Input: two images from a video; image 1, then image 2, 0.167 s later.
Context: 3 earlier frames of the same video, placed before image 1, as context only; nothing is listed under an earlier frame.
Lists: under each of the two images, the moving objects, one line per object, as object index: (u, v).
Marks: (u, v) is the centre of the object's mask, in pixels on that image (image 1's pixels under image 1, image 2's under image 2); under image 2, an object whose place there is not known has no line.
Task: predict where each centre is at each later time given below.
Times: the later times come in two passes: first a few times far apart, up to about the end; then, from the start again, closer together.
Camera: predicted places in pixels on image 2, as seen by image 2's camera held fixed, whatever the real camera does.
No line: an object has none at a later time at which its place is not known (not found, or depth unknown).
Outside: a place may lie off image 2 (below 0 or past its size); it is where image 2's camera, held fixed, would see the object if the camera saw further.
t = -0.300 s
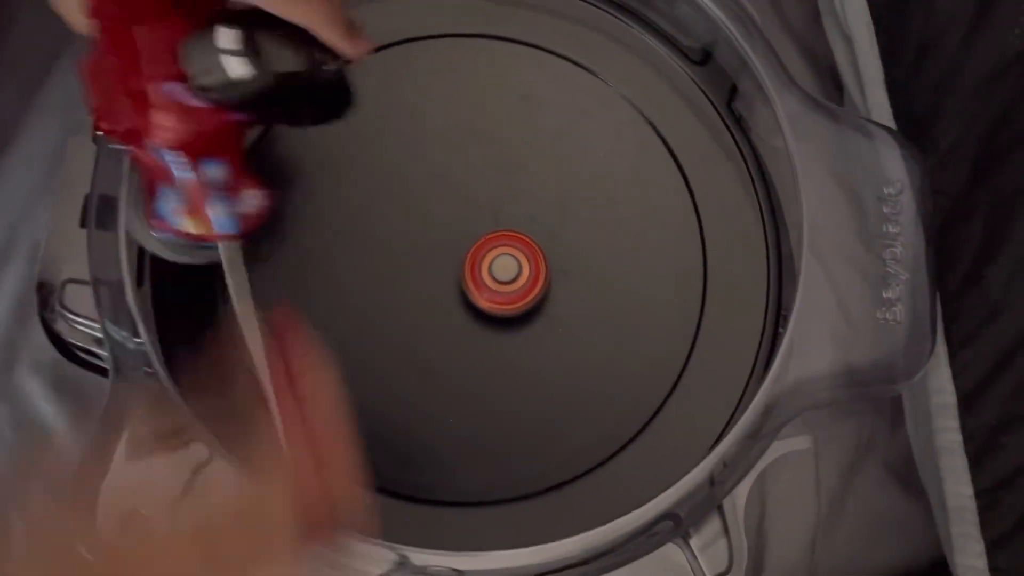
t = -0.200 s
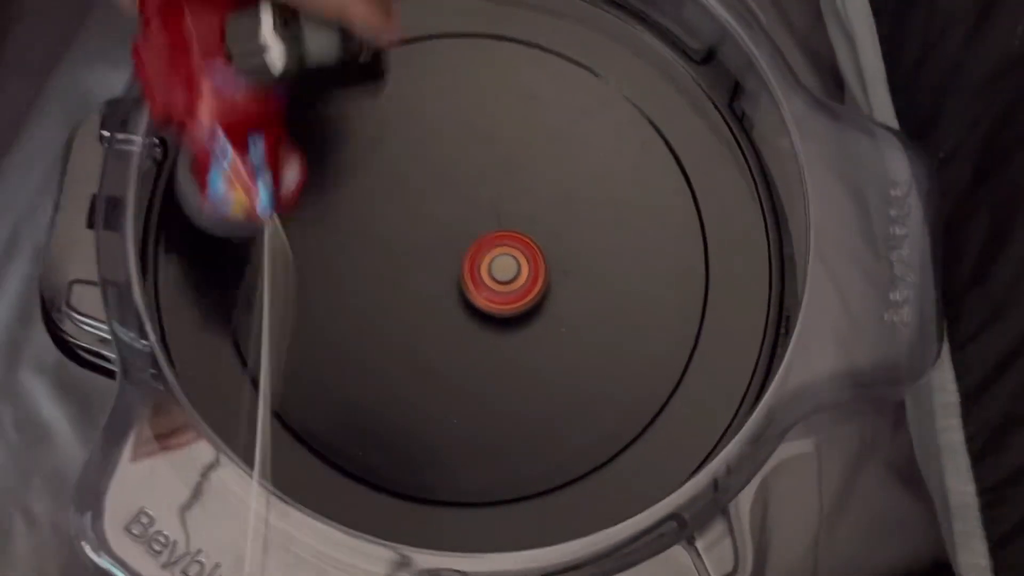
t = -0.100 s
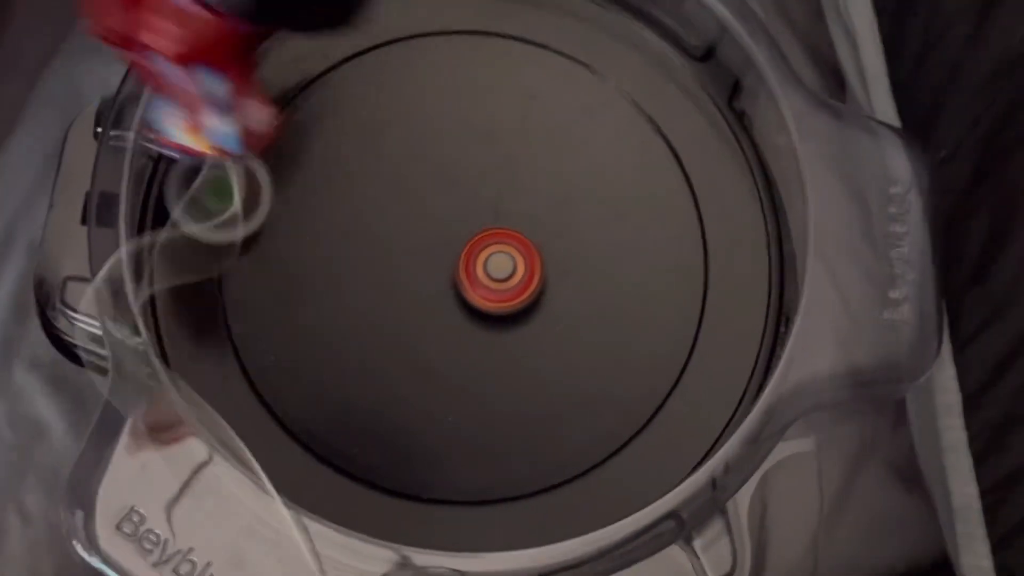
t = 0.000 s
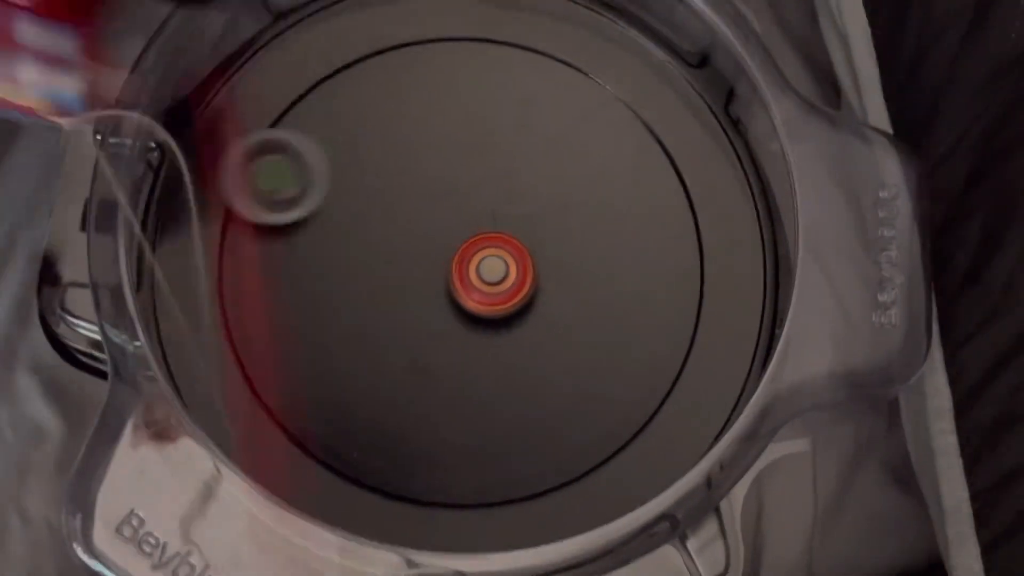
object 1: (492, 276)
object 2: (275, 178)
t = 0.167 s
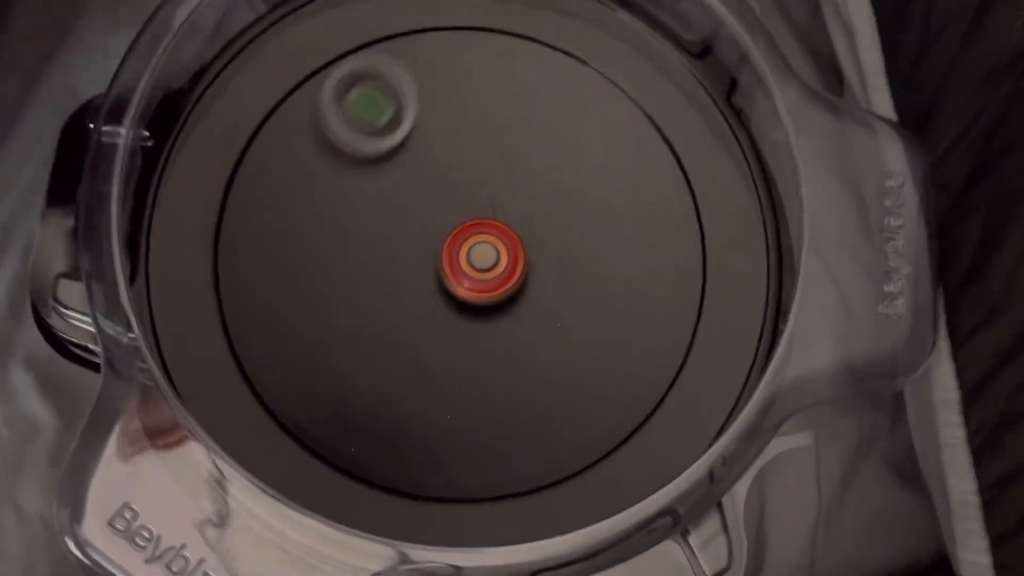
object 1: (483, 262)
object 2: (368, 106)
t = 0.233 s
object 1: (481, 263)
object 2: (387, 75)
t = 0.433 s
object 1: (476, 263)
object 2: (402, 61)
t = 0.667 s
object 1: (473, 262)
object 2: (400, 63)
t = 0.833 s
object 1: (472, 259)
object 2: (469, 145)
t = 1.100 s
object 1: (474, 251)
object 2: (595, 91)
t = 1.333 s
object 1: (472, 242)
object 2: (551, 82)
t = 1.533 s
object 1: (474, 240)
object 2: (565, 193)
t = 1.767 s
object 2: (689, 196)
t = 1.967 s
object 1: (484, 235)
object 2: (603, 157)
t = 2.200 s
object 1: (259, 315)
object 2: (669, 168)
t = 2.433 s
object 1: (404, 338)
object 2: (616, 202)
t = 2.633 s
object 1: (456, 329)
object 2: (701, 191)
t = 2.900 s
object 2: (700, 127)
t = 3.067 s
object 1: (412, 321)
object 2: (614, 167)
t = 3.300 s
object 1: (475, 301)
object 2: (593, 293)
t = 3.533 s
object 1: (495, 284)
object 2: (656, 258)
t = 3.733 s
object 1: (424, 287)
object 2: (589, 221)
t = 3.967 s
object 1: (361, 293)
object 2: (522, 275)
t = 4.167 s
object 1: (422, 290)
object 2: (563, 343)
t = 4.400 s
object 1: (468, 275)
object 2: (571, 267)
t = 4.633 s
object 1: (344, 253)
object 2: (546, 191)
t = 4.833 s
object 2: (479, 258)
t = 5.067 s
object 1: (385, 278)
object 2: (589, 271)
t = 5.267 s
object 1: (435, 269)
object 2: (546, 193)
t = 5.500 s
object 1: (389, 326)
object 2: (471, 179)
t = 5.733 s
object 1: (417, 327)
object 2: (514, 227)
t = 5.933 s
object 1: (446, 312)
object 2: (552, 167)
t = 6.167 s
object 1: (483, 287)
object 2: (500, 194)
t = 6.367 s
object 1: (493, 300)
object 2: (521, 207)
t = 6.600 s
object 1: (494, 310)
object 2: (540, 186)
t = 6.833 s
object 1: (502, 307)
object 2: (515, 171)
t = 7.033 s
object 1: (503, 358)
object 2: (513, 149)
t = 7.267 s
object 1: (510, 442)
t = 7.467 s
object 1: (535, 344)
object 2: (468, 233)
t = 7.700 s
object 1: (614, 449)
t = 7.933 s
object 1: (558, 313)
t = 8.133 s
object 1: (612, 351)
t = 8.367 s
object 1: (619, 356)
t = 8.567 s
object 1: (567, 297)
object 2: (503, 219)
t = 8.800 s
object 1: (550, 299)
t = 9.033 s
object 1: (526, 271)
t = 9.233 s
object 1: (511, 294)
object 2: (514, 198)
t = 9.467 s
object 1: (498, 292)
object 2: (528, 204)
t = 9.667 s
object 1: (485, 289)
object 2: (537, 197)
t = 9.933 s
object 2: (533, 203)
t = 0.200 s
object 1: (482, 263)
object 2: (380, 91)
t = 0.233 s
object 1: (481, 263)
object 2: (387, 75)
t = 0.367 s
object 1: (478, 264)
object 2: (397, 55)
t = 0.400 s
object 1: (477, 264)
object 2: (400, 60)
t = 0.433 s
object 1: (476, 263)
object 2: (402, 61)
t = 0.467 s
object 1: (475, 263)
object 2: (404, 60)
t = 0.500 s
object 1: (475, 263)
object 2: (405, 56)
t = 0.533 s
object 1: (474, 263)
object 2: (405, 51)
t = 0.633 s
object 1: (473, 263)
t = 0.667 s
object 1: (473, 262)
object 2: (400, 63)
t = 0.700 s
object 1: (473, 262)
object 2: (403, 80)
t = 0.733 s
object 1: (472, 261)
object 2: (412, 97)
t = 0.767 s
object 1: (472, 260)
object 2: (427, 114)
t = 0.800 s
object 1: (472, 259)
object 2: (446, 130)
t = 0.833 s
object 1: (472, 259)
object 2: (469, 145)
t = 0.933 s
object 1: (472, 257)
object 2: (559, 154)
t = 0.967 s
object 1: (472, 256)
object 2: (589, 141)
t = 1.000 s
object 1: (473, 255)
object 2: (614, 120)
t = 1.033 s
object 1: (473, 254)
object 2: (630, 97)
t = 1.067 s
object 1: (473, 253)
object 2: (614, 91)
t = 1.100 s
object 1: (474, 251)
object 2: (595, 91)
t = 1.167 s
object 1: (473, 248)
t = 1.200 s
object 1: (471, 246)
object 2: (572, 77)
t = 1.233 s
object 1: (471, 245)
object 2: (569, 72)
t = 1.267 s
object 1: (471, 244)
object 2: (565, 71)
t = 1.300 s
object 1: (471, 243)
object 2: (558, 74)
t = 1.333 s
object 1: (472, 242)
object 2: (551, 82)
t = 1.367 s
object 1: (472, 242)
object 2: (543, 95)
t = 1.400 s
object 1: (472, 241)
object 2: (540, 108)
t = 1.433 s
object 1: (472, 241)
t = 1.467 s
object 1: (473, 241)
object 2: (543, 148)
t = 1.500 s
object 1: (473, 240)
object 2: (552, 171)
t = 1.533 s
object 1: (474, 240)
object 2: (565, 193)
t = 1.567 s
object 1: (475, 239)
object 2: (585, 212)
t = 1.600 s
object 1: (476, 239)
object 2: (607, 224)
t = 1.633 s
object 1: (477, 238)
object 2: (634, 231)
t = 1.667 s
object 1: (478, 238)
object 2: (659, 231)
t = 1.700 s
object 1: (478, 238)
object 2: (685, 224)
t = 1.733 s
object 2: (696, 210)
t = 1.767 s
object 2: (689, 196)
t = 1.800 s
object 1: (478, 236)
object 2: (679, 182)
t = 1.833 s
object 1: (481, 236)
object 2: (673, 169)
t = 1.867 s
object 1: (482, 236)
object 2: (664, 158)
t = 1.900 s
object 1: (482, 236)
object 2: (648, 150)
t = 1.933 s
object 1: (483, 236)
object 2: (626, 150)
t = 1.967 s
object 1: (484, 235)
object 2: (603, 157)
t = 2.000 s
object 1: (484, 235)
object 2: (581, 171)
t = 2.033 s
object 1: (473, 238)
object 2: (578, 187)
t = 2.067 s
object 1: (424, 256)
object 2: (611, 188)
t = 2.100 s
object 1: (374, 273)
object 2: (639, 187)
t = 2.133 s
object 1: (329, 288)
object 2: (661, 183)
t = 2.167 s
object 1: (291, 302)
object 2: (678, 175)
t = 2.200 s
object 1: (259, 315)
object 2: (669, 168)
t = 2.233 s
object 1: (239, 328)
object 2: (649, 169)
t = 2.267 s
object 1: (246, 334)
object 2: (632, 172)
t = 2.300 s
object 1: (267, 339)
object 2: (624, 176)
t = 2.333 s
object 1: (297, 342)
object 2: (618, 181)
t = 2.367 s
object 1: (332, 343)
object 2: (618, 187)
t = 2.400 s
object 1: (367, 342)
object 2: (617, 194)
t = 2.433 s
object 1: (404, 338)
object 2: (616, 202)
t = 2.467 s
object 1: (440, 331)
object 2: (616, 211)
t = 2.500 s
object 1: (475, 322)
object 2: (615, 222)
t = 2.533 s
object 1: (507, 311)
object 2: (615, 231)
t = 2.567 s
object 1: (533, 301)
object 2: (618, 241)
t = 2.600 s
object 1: (502, 314)
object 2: (673, 220)
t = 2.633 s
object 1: (456, 329)
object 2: (701, 191)
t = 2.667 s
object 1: (415, 340)
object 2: (709, 167)
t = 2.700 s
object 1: (377, 348)
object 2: (715, 148)
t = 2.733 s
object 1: (346, 353)
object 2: (723, 135)
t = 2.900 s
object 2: (700, 127)
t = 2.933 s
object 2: (688, 133)
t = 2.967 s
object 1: (337, 343)
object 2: (675, 141)
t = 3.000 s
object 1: (360, 336)
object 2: (658, 150)
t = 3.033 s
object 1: (386, 329)
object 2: (636, 157)
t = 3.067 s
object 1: (412, 321)
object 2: (614, 167)
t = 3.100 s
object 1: (437, 312)
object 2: (592, 182)
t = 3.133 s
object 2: (571, 202)
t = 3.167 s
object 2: (558, 224)
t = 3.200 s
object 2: (562, 240)
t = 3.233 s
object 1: (474, 301)
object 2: (570, 259)
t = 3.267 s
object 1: (474, 302)
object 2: (580, 278)
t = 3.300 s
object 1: (475, 301)
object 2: (593, 293)
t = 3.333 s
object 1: (477, 300)
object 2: (609, 304)
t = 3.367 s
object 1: (481, 298)
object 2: (626, 308)
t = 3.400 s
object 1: (484, 295)
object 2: (642, 306)
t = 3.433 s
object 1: (488, 292)
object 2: (653, 298)
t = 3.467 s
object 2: (660, 286)
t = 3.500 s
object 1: (493, 287)
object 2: (662, 273)
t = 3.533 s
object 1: (495, 284)
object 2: (656, 258)
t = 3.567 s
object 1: (496, 281)
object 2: (644, 246)
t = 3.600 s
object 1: (497, 278)
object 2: (625, 238)
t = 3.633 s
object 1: (497, 275)
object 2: (603, 234)
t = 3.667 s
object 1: (489, 275)
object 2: (588, 233)
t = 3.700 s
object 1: (457, 282)
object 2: (592, 227)
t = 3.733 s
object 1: (424, 287)
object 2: (589, 221)
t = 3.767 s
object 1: (398, 291)
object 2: (580, 218)
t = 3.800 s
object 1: (376, 292)
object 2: (567, 220)
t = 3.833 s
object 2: (554, 225)
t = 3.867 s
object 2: (544, 234)
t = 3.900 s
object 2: (534, 246)
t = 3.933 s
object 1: (355, 292)
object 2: (526, 259)
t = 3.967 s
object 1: (361, 293)
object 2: (522, 275)
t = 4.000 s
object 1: (369, 293)
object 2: (519, 293)
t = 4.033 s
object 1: (379, 293)
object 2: (522, 309)
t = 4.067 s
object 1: (390, 293)
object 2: (529, 325)
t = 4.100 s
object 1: (401, 293)
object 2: (539, 335)
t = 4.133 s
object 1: (412, 291)
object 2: (551, 342)
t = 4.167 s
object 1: (422, 290)
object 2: (563, 343)
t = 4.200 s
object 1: (432, 288)
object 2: (575, 340)
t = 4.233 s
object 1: (440, 287)
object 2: (586, 335)
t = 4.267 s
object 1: (447, 285)
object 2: (593, 323)
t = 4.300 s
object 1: (454, 282)
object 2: (596, 309)
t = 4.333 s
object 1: (459, 280)
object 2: (591, 294)
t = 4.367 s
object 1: (464, 278)
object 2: (583, 279)
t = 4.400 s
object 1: (468, 275)
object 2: (571, 267)
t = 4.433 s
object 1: (449, 273)
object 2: (576, 257)
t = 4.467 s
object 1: (417, 269)
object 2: (588, 244)
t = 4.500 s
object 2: (592, 229)
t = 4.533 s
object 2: (588, 216)
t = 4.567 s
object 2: (578, 205)
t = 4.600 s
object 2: (565, 195)
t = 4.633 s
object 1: (344, 253)
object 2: (546, 191)
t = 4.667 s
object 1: (346, 253)
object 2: (525, 190)
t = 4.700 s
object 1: (351, 255)
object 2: (504, 195)
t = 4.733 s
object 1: (359, 256)
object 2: (485, 206)
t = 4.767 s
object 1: (367, 258)
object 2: (469, 222)
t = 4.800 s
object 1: (361, 262)
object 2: (470, 240)
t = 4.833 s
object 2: (479, 258)
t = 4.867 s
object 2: (492, 275)
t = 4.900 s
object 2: (508, 287)
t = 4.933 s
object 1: (354, 276)
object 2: (526, 294)
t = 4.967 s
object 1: (360, 277)
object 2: (544, 296)
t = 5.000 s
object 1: (367, 278)
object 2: (560, 292)
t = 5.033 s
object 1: (376, 278)
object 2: (577, 284)
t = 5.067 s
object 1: (385, 278)
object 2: (589, 271)
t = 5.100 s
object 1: (395, 277)
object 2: (594, 256)
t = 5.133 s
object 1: (404, 276)
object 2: (596, 238)
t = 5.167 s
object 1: (413, 274)
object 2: (590, 222)
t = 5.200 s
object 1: (421, 272)
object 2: (579, 210)
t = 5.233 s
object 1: (428, 270)
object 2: (564, 199)
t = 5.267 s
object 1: (435, 269)
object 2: (546, 193)
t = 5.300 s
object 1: (441, 267)
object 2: (526, 193)
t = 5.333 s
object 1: (441, 269)
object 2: (510, 191)
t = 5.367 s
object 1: (421, 288)
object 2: (508, 178)
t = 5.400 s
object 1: (406, 304)
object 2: (499, 171)
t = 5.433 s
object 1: (394, 316)
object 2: (489, 169)
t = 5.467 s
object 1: (389, 323)
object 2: (481, 173)
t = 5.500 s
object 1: (389, 326)
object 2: (471, 179)
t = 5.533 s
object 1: (393, 326)
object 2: (466, 189)
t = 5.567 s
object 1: (398, 324)
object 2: (464, 201)
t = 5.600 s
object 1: (405, 321)
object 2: (464, 214)
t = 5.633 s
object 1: (413, 317)
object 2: (468, 226)
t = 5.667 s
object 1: (419, 316)
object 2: (479, 234)
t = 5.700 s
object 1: (417, 324)
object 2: (498, 232)
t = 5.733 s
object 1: (417, 327)
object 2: (514, 227)
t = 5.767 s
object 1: (419, 328)
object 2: (530, 219)
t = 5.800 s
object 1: (423, 326)
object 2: (545, 209)
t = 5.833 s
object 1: (428, 324)
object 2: (553, 198)
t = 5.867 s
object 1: (434, 320)
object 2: (556, 188)
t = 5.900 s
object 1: (440, 316)
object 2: (556, 176)
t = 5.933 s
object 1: (446, 312)
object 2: (552, 167)
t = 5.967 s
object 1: (452, 308)
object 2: (543, 162)
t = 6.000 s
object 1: (458, 304)
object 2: (533, 159)
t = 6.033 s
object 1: (463, 300)
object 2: (522, 161)
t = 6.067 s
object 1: (468, 296)
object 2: (513, 167)
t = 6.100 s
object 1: (473, 292)
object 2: (504, 176)
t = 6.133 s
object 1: (479, 287)
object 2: (500, 187)
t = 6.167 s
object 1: (483, 287)
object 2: (500, 194)
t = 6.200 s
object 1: (485, 292)
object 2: (501, 199)
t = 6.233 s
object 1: (487, 297)
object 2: (505, 201)
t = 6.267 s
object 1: (488, 300)
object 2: (510, 203)
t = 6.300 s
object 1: (490, 300)
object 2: (514, 206)
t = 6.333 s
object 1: (492, 299)
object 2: (517, 208)
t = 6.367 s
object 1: (493, 300)
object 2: (521, 207)
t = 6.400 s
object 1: (493, 301)
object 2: (525, 205)
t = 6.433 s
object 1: (495, 300)
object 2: (528, 204)
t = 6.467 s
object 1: (496, 298)
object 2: (530, 204)
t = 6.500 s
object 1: (498, 296)
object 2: (532, 204)
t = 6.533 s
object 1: (500, 293)
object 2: (533, 205)
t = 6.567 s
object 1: (498, 301)
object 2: (538, 197)
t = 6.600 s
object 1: (494, 310)
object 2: (540, 186)
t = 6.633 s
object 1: (493, 315)
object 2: (539, 178)
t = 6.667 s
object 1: (493, 316)
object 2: (536, 172)
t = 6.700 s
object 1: (494, 316)
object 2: (532, 168)
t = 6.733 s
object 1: (496, 314)
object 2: (528, 166)
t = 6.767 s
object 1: (498, 312)
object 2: (523, 166)
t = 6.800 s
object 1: (500, 309)
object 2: (519, 168)
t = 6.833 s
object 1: (502, 307)
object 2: (515, 171)
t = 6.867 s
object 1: (505, 305)
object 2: (512, 176)
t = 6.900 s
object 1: (506, 302)
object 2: (509, 183)
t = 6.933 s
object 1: (507, 298)
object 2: (507, 191)
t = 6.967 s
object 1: (508, 295)
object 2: (507, 199)
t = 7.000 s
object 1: (506, 319)
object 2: (511, 179)
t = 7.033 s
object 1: (503, 358)
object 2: (513, 149)
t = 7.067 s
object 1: (500, 391)
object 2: (513, 129)
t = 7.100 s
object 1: (498, 417)
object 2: (507, 113)
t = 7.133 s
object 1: (497, 435)
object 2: (494, 100)
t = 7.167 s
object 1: (498, 447)
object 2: (477, 91)
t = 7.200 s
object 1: (500, 450)
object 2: (456, 89)
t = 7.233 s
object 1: (505, 448)
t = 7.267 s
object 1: (510, 442)
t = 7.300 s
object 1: (516, 432)
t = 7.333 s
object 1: (521, 418)
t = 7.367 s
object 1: (526, 402)
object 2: (417, 181)
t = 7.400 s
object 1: (530, 384)
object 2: (431, 202)
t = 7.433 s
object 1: (533, 364)
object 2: (447, 219)
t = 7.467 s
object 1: (535, 344)
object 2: (468, 233)
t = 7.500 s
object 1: (538, 330)
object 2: (487, 231)
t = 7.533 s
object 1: (560, 368)
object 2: (490, 192)
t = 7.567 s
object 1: (579, 402)
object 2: (491, 154)
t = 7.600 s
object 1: (597, 430)
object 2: (488, 127)
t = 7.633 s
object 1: (608, 445)
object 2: (481, 107)
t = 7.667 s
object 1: (613, 450)
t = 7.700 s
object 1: (614, 449)
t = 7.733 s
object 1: (612, 440)
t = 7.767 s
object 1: (607, 424)
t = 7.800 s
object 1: (599, 404)
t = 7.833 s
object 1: (591, 382)
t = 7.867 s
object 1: (581, 360)
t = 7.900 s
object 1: (570, 336)
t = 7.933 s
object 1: (558, 313)
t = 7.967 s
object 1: (547, 292)
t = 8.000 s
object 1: (535, 272)
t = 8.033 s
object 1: (546, 279)
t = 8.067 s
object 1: (572, 306)
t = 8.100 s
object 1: (594, 331)
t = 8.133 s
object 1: (612, 351)
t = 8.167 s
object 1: (626, 367)
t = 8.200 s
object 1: (633, 376)
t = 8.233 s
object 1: (635, 379)
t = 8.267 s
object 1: (634, 377)
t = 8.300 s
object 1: (630, 372)
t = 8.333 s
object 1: (625, 365)
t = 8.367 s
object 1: (619, 356)
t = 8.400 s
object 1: (612, 347)
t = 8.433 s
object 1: (603, 337)
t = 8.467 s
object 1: (594, 326)
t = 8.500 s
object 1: (585, 316)
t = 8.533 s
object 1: (576, 307)
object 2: (484, 221)
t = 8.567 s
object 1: (567, 297)
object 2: (503, 219)
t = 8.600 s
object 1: (565, 300)
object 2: (516, 206)
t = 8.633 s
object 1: (566, 308)
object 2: (527, 190)
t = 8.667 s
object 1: (563, 311)
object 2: (538, 177)
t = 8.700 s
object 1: (560, 309)
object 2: (547, 163)
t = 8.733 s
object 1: (557, 306)
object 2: (553, 148)
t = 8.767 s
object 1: (553, 303)
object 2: (555, 134)
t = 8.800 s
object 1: (550, 299)
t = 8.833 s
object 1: (547, 295)
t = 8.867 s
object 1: (544, 291)
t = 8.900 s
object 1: (540, 287)
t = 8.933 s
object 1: (537, 283)
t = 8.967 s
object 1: (534, 279)
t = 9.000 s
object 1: (530, 275)
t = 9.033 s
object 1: (526, 271)
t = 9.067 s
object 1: (523, 271)
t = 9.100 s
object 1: (521, 283)
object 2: (506, 180)
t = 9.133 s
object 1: (519, 291)
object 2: (507, 183)
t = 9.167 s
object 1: (516, 296)
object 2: (510, 187)
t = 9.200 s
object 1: (514, 296)
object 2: (512, 192)
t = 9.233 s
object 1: (511, 294)
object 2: (514, 198)
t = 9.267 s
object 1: (509, 296)
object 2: (518, 200)
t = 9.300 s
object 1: (505, 301)
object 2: (521, 198)
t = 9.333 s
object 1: (503, 303)
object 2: (523, 197)
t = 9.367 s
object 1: (501, 302)
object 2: (524, 197)
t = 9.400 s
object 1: (499, 299)
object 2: (525, 199)
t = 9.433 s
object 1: (498, 296)
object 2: (526, 201)
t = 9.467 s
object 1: (498, 292)
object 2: (528, 204)
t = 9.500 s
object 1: (495, 293)
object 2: (531, 202)
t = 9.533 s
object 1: (494, 293)
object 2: (532, 201)
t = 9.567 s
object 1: (492, 291)
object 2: (533, 201)
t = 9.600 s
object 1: (492, 288)
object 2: (533, 201)
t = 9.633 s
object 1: (491, 285)
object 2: (534, 202)
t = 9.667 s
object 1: (485, 289)
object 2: (537, 197)
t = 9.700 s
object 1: (478, 295)
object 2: (540, 193)
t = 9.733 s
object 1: (474, 296)
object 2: (540, 192)
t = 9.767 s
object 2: (540, 192)
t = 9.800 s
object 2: (539, 191)
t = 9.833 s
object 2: (538, 193)
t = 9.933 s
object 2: (533, 203)
